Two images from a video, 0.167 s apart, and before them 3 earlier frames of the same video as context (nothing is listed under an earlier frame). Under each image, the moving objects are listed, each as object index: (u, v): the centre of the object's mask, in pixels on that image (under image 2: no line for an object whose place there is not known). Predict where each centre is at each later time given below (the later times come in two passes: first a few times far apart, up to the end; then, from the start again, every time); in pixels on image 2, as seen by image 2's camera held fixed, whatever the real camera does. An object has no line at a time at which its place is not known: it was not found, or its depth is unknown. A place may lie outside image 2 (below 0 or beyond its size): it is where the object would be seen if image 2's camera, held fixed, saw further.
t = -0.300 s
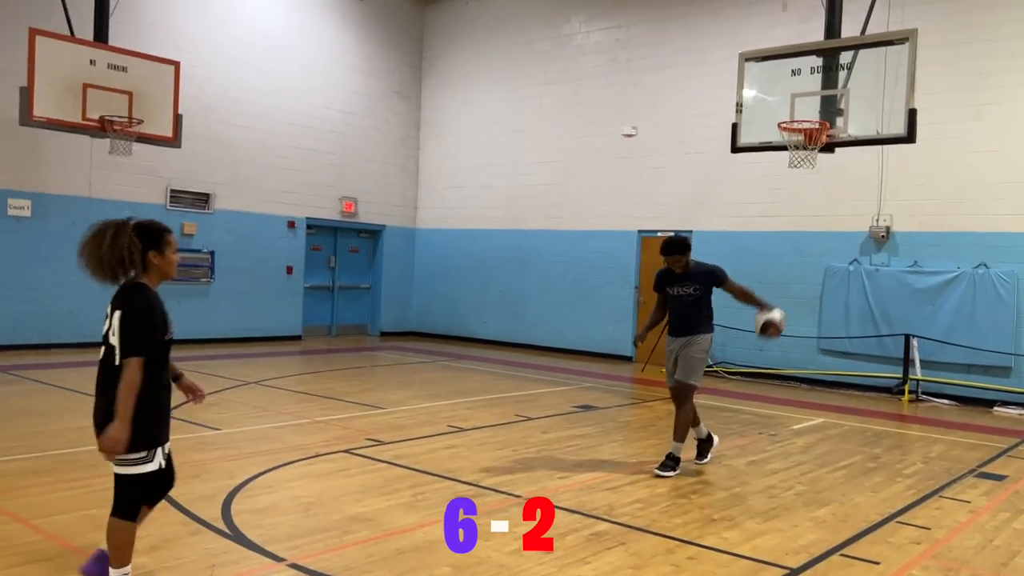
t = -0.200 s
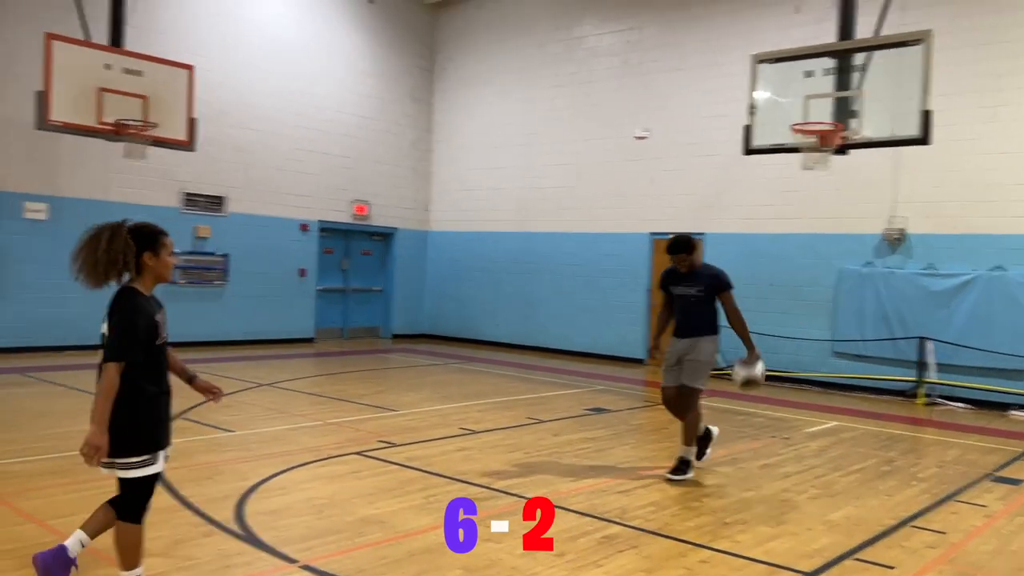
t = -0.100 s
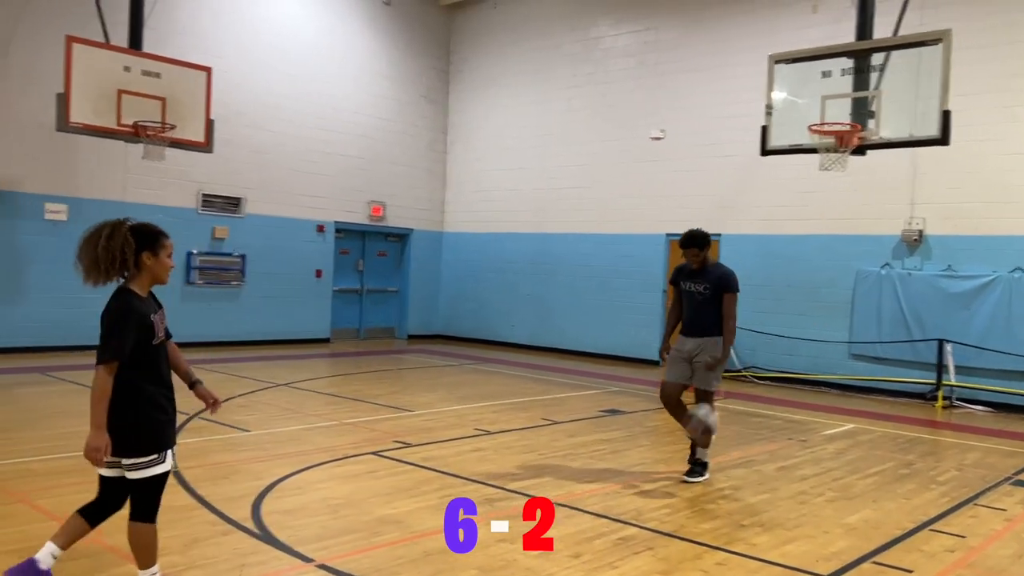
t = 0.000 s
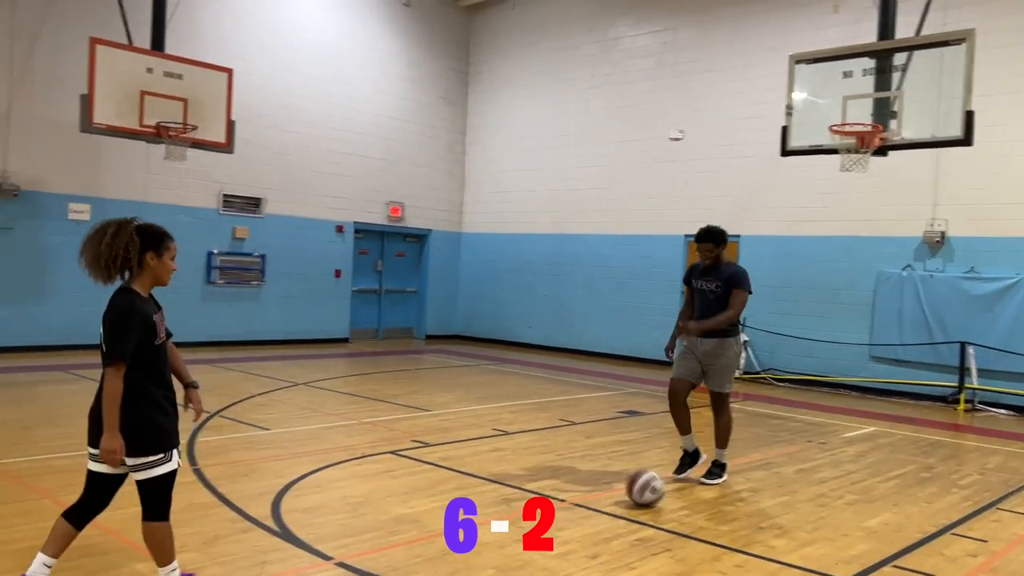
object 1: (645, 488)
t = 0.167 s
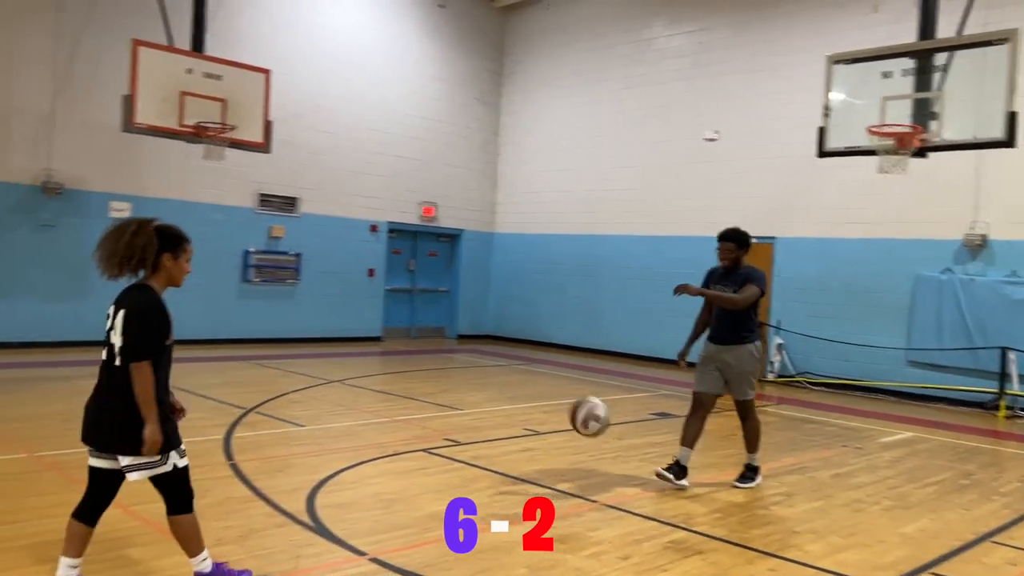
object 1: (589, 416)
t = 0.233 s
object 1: (550, 397)
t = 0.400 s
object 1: (441, 379)
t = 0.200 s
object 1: (569, 406)
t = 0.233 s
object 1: (550, 397)
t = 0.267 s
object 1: (529, 390)
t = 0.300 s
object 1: (509, 384)
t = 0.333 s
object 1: (487, 380)
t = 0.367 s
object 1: (463, 380)
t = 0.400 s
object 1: (441, 379)
